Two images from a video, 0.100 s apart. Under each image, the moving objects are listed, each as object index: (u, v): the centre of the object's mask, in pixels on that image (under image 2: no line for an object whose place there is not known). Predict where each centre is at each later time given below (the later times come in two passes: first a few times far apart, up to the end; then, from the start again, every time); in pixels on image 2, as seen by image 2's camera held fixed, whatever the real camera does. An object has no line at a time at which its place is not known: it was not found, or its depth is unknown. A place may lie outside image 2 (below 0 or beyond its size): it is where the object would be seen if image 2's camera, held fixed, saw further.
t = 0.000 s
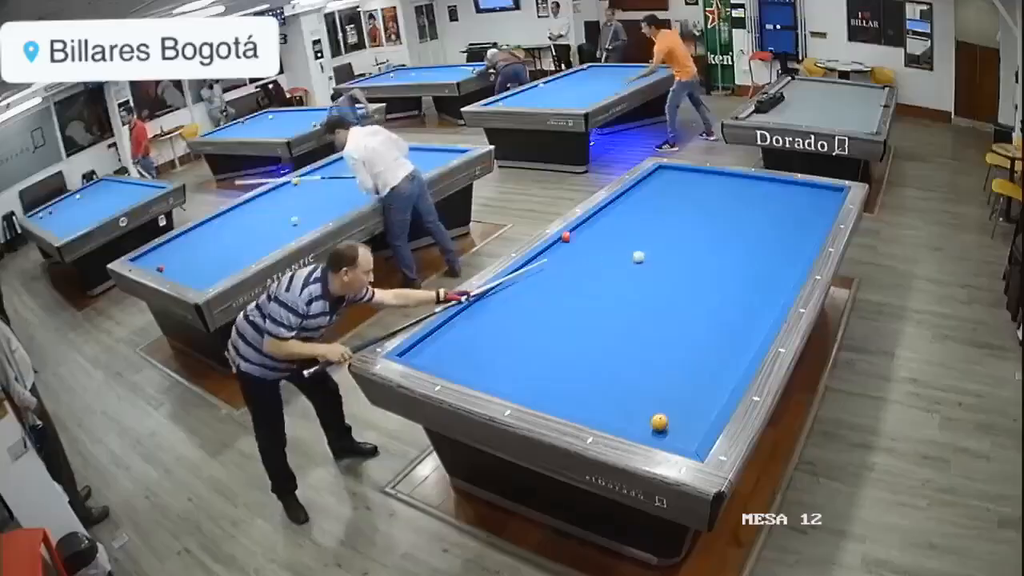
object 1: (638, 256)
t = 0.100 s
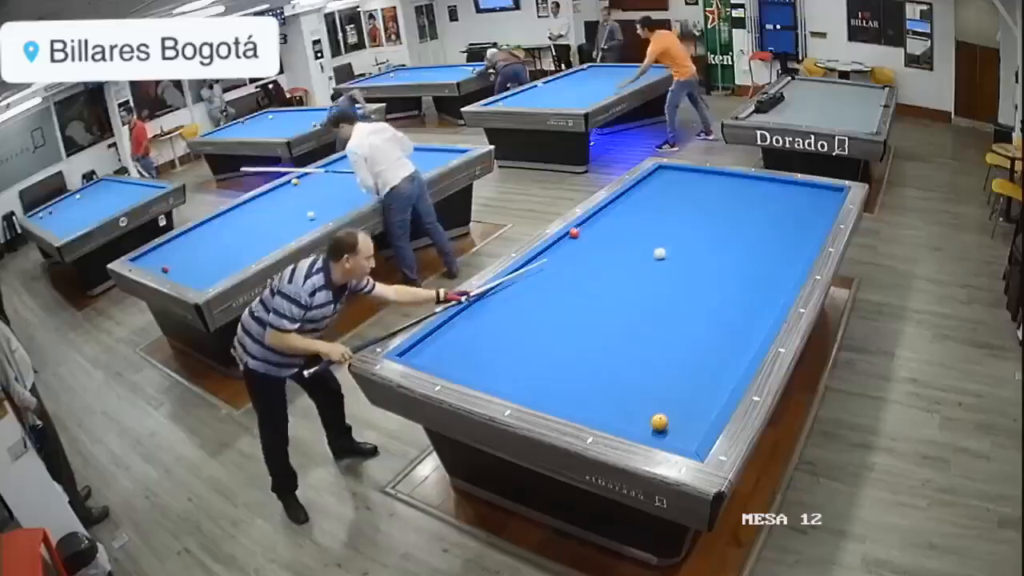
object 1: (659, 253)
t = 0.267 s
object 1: (694, 248)
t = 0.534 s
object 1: (747, 241)
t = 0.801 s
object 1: (796, 234)
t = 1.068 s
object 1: (808, 221)
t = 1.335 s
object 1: (795, 205)
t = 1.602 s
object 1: (783, 192)
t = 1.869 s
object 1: (772, 180)
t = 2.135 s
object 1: (746, 183)
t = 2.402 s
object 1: (720, 186)
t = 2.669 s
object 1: (693, 190)
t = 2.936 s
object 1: (667, 193)
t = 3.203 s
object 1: (641, 197)
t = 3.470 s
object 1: (615, 201)
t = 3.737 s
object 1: (617, 207)
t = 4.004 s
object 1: (620, 216)
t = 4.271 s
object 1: (623, 224)
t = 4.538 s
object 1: (626, 232)
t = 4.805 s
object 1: (629, 241)
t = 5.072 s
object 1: (632, 250)
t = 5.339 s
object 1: (636, 260)
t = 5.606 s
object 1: (639, 270)
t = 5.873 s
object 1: (643, 280)
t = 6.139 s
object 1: (646, 291)
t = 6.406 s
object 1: (650, 302)
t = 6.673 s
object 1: (654, 313)
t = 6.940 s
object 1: (658, 325)
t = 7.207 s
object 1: (662, 337)
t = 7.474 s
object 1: (666, 349)
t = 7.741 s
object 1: (670, 362)
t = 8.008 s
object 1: (674, 375)
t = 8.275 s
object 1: (678, 388)
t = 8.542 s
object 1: (683, 401)
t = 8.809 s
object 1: (687, 415)
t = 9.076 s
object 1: (691, 429)
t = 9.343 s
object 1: (691, 440)
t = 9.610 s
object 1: (685, 440)
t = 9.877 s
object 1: (681, 435)
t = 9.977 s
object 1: (680, 433)
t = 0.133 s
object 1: (666, 252)
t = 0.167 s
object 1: (673, 251)
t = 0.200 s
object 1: (680, 250)
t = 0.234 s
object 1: (687, 249)
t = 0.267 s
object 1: (694, 248)
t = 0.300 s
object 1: (701, 247)
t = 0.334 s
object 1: (708, 246)
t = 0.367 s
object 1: (714, 245)
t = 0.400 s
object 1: (721, 244)
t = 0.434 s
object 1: (728, 244)
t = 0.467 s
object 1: (734, 242)
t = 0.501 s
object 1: (741, 241)
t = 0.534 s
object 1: (747, 241)
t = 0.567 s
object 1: (753, 240)
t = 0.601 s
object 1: (760, 239)
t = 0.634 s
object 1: (766, 238)
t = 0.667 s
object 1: (772, 237)
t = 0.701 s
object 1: (778, 236)
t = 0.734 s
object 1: (784, 235)
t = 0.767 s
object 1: (790, 234)
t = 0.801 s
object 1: (796, 234)
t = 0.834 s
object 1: (802, 233)
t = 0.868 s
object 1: (808, 232)
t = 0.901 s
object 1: (813, 231)
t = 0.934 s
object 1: (816, 230)
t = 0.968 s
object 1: (814, 228)
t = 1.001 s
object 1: (812, 225)
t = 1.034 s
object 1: (809, 223)
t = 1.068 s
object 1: (808, 221)
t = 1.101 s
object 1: (806, 219)
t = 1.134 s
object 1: (804, 217)
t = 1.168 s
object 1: (802, 215)
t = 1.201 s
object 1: (801, 213)
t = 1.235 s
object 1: (799, 211)
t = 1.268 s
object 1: (798, 209)
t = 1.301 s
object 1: (796, 207)
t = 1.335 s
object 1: (795, 205)
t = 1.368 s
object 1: (793, 203)
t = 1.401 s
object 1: (792, 202)
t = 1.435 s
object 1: (790, 200)
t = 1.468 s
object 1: (789, 198)
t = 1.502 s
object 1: (788, 197)
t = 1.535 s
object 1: (786, 195)
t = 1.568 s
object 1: (784, 193)
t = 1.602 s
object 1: (783, 192)
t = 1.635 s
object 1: (782, 190)
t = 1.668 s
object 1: (780, 188)
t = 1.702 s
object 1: (779, 187)
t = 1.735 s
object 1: (778, 185)
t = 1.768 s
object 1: (776, 184)
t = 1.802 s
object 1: (775, 182)
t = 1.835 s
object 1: (774, 181)
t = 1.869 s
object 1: (772, 180)
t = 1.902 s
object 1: (768, 180)
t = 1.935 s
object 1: (765, 181)
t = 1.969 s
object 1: (762, 181)
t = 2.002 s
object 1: (758, 181)
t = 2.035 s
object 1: (755, 182)
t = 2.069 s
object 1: (752, 182)
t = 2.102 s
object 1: (749, 183)
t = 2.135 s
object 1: (746, 183)
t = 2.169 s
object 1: (743, 183)
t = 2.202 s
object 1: (739, 184)
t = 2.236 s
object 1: (736, 184)
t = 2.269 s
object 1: (733, 184)
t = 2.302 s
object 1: (729, 185)
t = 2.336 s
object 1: (726, 185)
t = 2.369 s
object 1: (723, 186)
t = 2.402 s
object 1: (720, 186)
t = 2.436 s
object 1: (717, 186)
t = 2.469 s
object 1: (713, 187)
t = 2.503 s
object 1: (710, 187)
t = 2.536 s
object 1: (706, 188)
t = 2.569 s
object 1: (703, 188)
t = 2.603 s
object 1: (700, 188)
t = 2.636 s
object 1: (697, 189)
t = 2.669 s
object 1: (693, 190)
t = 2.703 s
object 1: (690, 190)
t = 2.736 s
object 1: (687, 190)
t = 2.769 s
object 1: (684, 191)
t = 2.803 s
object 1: (680, 191)
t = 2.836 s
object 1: (677, 192)
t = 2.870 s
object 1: (674, 192)
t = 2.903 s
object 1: (670, 192)
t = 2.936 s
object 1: (667, 193)
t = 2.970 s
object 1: (664, 193)
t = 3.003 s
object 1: (660, 194)
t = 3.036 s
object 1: (657, 194)
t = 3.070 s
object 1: (654, 195)
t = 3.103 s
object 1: (651, 195)
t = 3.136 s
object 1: (647, 196)
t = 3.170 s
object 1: (644, 196)
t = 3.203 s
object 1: (641, 197)
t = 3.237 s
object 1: (638, 197)
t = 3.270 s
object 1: (634, 198)
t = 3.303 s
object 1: (631, 198)
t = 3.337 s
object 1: (627, 199)
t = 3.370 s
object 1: (625, 199)
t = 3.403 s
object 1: (621, 200)
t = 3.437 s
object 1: (617, 200)
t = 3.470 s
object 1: (615, 201)
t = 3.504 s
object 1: (615, 201)
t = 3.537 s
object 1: (615, 202)
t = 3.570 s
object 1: (616, 203)
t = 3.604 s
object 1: (616, 204)
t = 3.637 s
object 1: (616, 205)
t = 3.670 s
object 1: (617, 206)
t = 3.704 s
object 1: (617, 207)
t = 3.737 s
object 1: (617, 207)
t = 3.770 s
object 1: (618, 209)
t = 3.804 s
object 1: (618, 210)
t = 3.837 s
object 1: (619, 211)
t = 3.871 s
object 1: (619, 212)
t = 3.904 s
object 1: (619, 213)
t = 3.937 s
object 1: (619, 214)
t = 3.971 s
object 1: (620, 215)
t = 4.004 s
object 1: (620, 216)
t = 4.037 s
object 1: (620, 217)
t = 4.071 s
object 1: (621, 218)
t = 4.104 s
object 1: (622, 219)
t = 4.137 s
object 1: (622, 220)
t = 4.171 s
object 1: (622, 221)
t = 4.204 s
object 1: (622, 222)
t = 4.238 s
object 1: (623, 223)
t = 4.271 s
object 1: (623, 224)
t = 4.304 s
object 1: (623, 225)
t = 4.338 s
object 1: (624, 226)
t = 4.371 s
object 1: (624, 227)
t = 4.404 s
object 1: (625, 228)
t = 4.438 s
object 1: (625, 229)
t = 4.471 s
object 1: (625, 230)
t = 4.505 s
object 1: (626, 231)
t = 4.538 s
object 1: (626, 232)
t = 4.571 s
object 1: (626, 233)
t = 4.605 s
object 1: (627, 234)
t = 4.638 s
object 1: (627, 236)
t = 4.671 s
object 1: (628, 236)
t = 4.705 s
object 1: (628, 238)
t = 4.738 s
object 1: (628, 239)
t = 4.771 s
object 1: (629, 240)
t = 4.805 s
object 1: (629, 241)
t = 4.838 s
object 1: (629, 242)
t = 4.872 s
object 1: (630, 243)
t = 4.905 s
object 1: (630, 245)
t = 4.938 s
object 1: (631, 246)
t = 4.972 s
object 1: (631, 247)
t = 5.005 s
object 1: (632, 248)
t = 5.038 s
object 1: (632, 249)
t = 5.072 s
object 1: (632, 250)
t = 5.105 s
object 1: (633, 251)
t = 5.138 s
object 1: (633, 253)
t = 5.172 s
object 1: (634, 254)
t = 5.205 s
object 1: (634, 255)
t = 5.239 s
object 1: (634, 256)
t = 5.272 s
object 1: (635, 257)
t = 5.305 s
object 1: (635, 259)
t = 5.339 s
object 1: (636, 260)
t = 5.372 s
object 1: (636, 261)
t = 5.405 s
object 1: (637, 262)
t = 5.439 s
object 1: (637, 264)
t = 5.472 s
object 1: (637, 265)
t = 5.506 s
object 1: (638, 266)
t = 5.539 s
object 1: (638, 267)
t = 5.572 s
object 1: (639, 269)
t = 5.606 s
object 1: (639, 270)
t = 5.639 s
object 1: (640, 271)
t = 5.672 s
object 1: (640, 272)
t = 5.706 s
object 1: (641, 274)
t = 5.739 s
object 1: (641, 275)
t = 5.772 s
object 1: (641, 276)
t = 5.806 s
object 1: (642, 277)
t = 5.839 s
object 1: (642, 279)
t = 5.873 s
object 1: (643, 280)
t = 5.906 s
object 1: (643, 281)
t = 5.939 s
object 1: (644, 283)
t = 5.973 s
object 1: (644, 284)
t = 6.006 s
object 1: (645, 286)
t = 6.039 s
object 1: (645, 287)
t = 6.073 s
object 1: (646, 288)
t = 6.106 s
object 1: (646, 289)
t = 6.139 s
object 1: (646, 291)
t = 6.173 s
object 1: (647, 292)
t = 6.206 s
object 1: (647, 294)
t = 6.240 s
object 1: (648, 295)
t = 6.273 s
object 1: (648, 296)
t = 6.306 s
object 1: (649, 298)
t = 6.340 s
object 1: (649, 299)
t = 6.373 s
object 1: (649, 300)
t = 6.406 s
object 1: (650, 302)
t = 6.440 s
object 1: (650, 303)
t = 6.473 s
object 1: (651, 305)
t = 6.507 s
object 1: (651, 306)
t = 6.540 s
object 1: (652, 307)
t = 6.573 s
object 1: (652, 309)
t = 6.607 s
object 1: (653, 310)
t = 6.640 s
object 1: (654, 312)
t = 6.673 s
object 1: (654, 313)
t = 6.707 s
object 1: (655, 315)
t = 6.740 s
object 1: (655, 316)
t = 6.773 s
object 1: (655, 317)
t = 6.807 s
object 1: (656, 319)
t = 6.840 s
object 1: (657, 320)
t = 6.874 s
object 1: (657, 322)
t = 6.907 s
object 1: (658, 323)
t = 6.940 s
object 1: (658, 325)
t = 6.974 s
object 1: (659, 326)
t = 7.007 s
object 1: (659, 328)
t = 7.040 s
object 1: (659, 329)
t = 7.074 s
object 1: (660, 330)
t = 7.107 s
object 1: (660, 332)
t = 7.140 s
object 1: (661, 333)
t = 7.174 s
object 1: (662, 335)
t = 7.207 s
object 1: (662, 337)
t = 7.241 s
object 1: (662, 338)
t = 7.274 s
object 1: (663, 340)
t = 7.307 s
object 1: (664, 341)
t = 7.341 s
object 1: (664, 343)
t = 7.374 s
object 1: (665, 344)
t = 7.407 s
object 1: (665, 346)
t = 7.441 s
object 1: (666, 347)
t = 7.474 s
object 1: (666, 349)
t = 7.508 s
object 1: (666, 350)
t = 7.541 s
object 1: (667, 352)
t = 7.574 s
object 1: (667, 354)
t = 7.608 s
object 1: (668, 355)
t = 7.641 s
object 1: (668, 357)
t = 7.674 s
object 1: (669, 358)
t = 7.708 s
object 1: (670, 360)
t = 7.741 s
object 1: (670, 362)
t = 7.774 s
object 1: (670, 363)
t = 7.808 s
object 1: (671, 365)
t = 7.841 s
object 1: (672, 366)
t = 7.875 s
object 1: (672, 368)
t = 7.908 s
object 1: (673, 370)
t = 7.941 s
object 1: (673, 371)
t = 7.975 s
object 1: (674, 373)
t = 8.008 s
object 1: (674, 375)
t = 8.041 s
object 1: (675, 376)
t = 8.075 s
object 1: (675, 378)
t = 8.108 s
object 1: (676, 379)
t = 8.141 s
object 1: (676, 381)
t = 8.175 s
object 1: (677, 383)
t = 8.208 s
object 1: (677, 384)
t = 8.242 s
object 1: (678, 386)
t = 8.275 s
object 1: (678, 388)
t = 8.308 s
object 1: (679, 390)
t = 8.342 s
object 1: (679, 391)
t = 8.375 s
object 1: (680, 393)
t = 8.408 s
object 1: (681, 394)
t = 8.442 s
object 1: (681, 396)
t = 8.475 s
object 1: (681, 398)
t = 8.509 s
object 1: (682, 399)
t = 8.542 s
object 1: (683, 401)
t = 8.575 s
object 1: (683, 403)
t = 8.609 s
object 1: (683, 405)
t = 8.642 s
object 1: (684, 406)
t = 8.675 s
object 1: (685, 408)
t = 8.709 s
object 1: (685, 409)
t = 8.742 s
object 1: (686, 411)
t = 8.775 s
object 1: (686, 413)
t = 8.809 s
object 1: (687, 415)
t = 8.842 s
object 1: (687, 417)
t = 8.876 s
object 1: (688, 418)
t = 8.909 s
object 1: (689, 420)
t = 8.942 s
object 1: (689, 422)
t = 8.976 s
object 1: (689, 423)
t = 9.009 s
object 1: (690, 425)
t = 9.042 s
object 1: (690, 427)
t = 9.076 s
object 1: (691, 429)
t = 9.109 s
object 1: (692, 430)
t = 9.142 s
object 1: (692, 432)
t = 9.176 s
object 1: (693, 434)
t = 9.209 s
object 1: (693, 435)
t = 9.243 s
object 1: (693, 437)
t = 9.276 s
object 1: (694, 438)
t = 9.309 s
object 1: (692, 439)
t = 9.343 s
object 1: (691, 440)
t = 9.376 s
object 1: (690, 440)
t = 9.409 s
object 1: (689, 441)
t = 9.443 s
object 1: (688, 441)
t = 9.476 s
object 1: (687, 441)
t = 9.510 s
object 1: (686, 441)
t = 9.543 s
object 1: (685, 441)
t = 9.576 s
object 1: (685, 440)
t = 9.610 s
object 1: (685, 440)
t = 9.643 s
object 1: (684, 439)
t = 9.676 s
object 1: (684, 439)
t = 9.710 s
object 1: (684, 438)
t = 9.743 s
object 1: (683, 438)
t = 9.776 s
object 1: (683, 437)
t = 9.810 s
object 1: (682, 437)
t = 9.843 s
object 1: (681, 436)
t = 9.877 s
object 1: (681, 435)
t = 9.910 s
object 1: (681, 435)
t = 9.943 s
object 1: (681, 434)
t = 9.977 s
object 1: (680, 433)
